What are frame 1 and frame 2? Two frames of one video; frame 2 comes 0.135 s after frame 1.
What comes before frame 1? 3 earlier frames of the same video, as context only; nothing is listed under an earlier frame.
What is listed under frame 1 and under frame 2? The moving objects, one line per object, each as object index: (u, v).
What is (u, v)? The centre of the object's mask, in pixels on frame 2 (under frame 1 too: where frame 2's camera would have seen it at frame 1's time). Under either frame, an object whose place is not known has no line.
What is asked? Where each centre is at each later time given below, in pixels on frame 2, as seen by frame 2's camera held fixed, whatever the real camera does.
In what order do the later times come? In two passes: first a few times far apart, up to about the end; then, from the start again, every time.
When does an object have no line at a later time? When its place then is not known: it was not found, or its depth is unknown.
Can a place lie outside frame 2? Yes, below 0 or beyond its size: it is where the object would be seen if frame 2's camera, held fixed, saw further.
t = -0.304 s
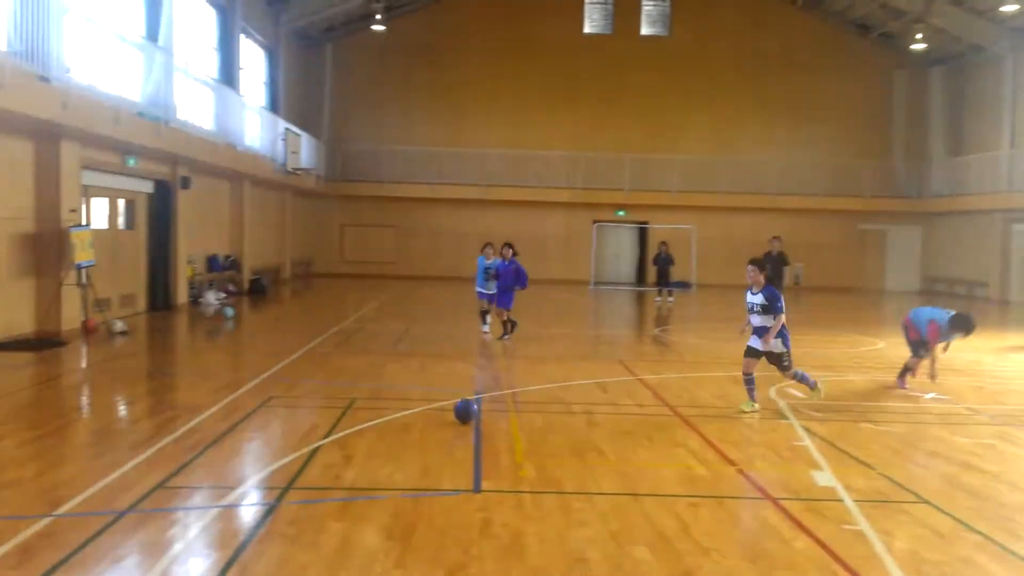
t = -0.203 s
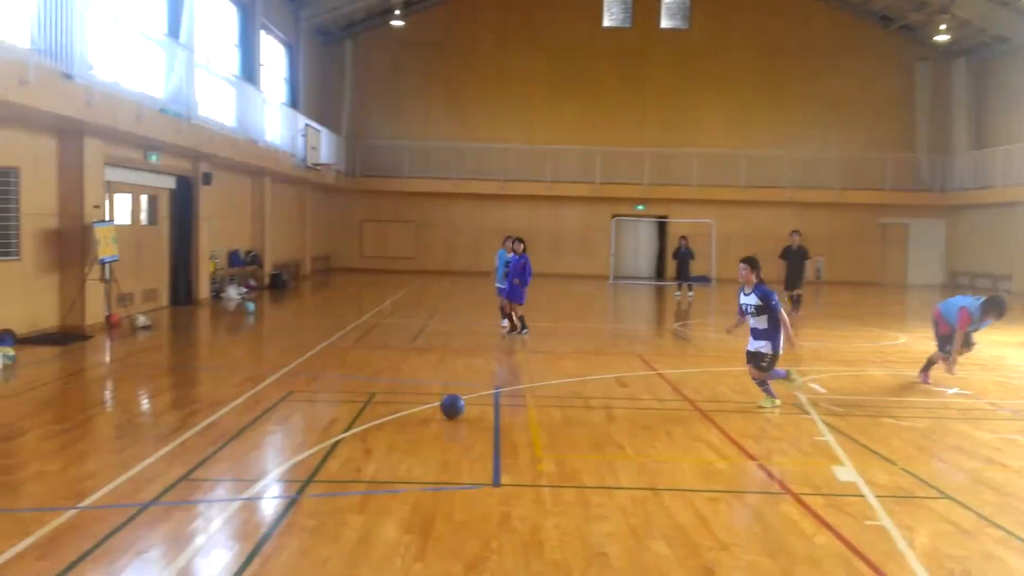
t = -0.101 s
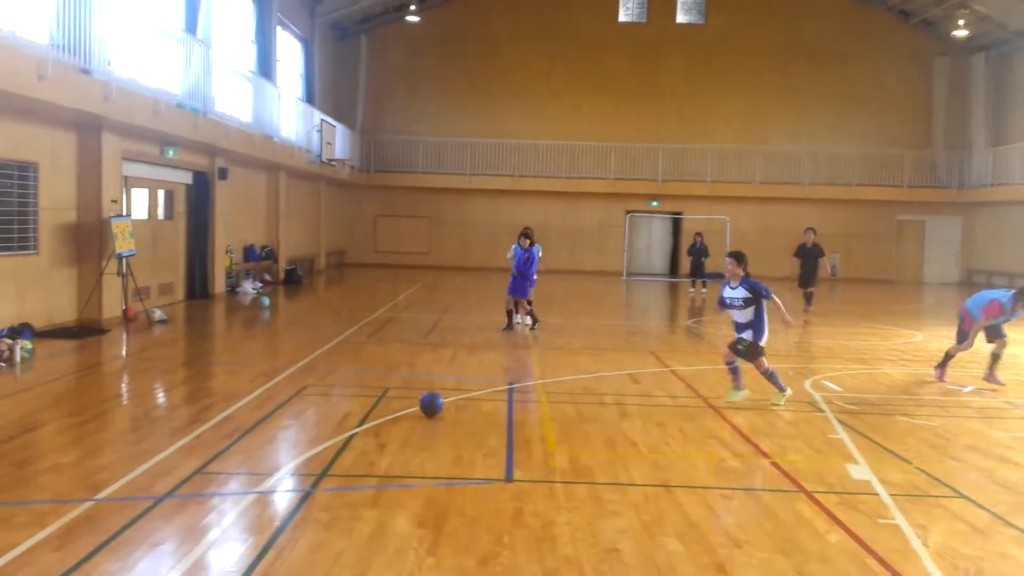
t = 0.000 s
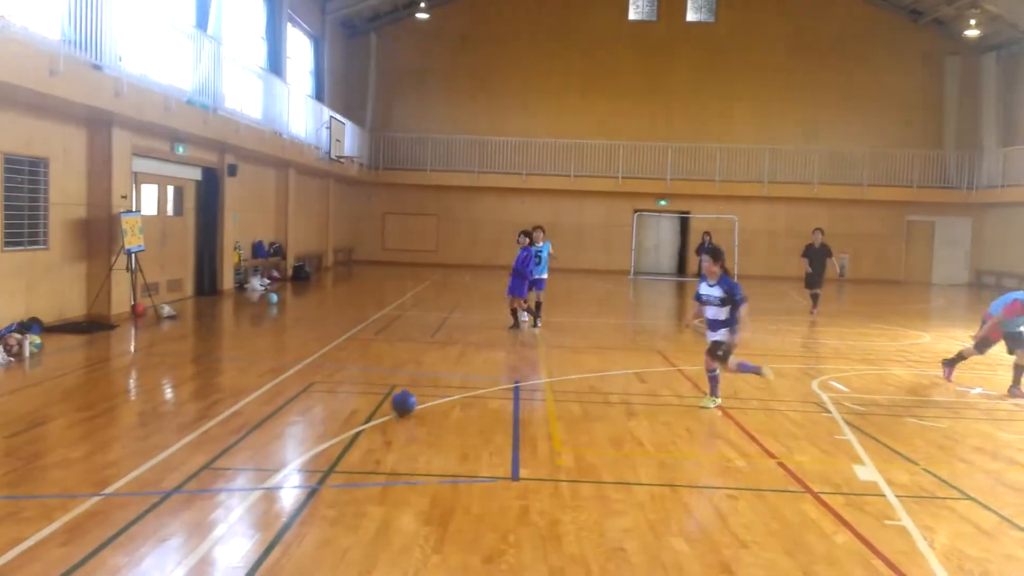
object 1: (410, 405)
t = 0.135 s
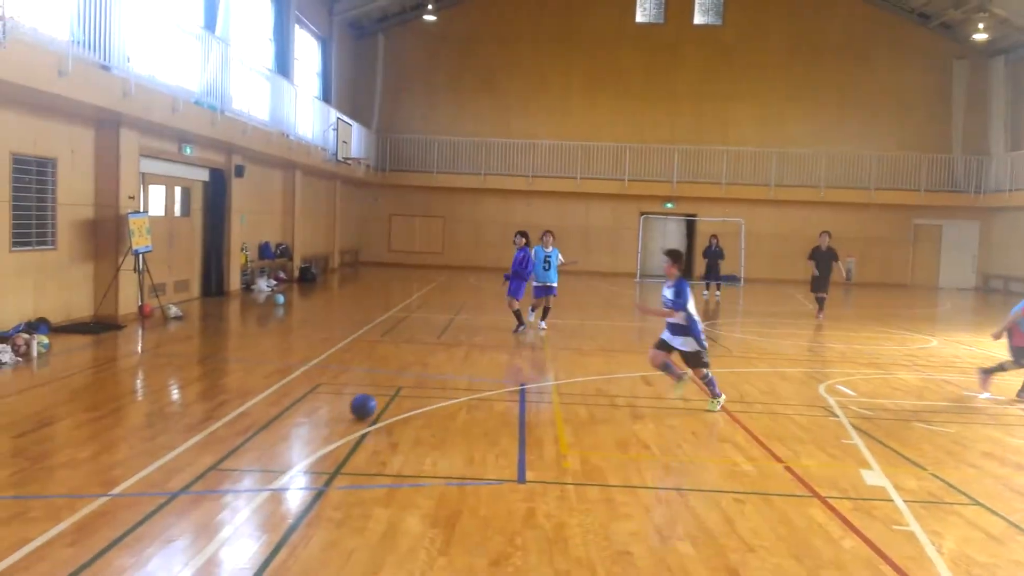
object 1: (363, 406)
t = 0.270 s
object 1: (314, 408)
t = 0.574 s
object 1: (198, 414)
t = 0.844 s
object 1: (85, 420)
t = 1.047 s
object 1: (-7, 424)
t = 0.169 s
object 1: (351, 408)
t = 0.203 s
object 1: (339, 408)
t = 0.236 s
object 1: (326, 408)
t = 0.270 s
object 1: (314, 408)
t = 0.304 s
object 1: (302, 409)
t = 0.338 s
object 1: (289, 410)
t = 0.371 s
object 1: (277, 410)
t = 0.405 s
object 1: (264, 412)
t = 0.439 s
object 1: (251, 412)
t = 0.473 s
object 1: (238, 412)
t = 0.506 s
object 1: (224, 413)
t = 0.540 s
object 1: (211, 414)
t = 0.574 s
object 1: (198, 414)
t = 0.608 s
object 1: (184, 416)
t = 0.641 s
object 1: (170, 416)
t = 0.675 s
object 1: (155, 417)
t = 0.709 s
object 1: (142, 417)
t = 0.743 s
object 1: (128, 417)
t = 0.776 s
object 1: (114, 419)
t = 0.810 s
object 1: (99, 419)
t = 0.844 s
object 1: (85, 420)
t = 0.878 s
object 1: (70, 420)
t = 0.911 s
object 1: (55, 421)
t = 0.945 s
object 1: (40, 422)
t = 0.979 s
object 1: (25, 423)
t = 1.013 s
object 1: (9, 423)
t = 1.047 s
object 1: (-7, 424)
